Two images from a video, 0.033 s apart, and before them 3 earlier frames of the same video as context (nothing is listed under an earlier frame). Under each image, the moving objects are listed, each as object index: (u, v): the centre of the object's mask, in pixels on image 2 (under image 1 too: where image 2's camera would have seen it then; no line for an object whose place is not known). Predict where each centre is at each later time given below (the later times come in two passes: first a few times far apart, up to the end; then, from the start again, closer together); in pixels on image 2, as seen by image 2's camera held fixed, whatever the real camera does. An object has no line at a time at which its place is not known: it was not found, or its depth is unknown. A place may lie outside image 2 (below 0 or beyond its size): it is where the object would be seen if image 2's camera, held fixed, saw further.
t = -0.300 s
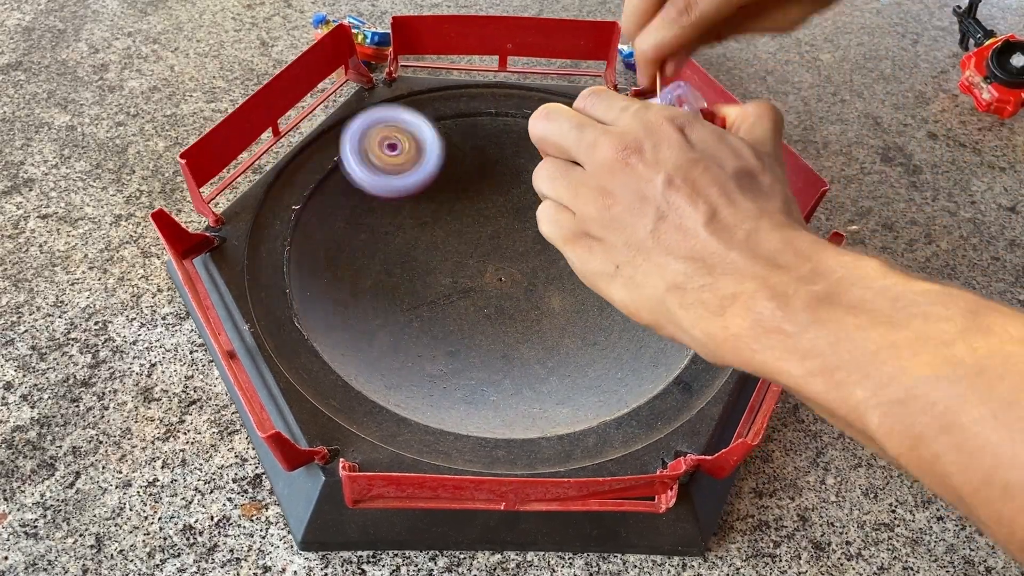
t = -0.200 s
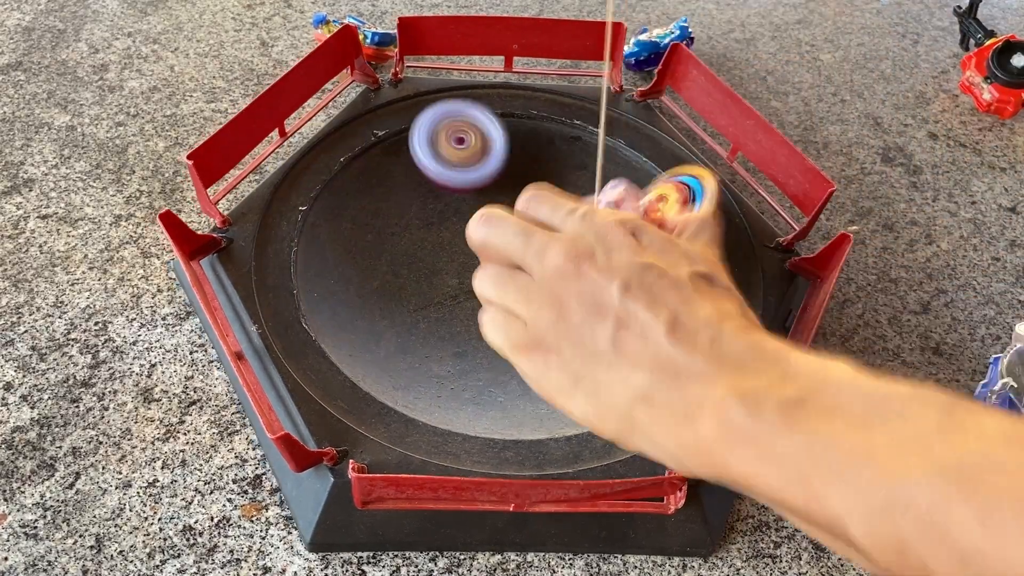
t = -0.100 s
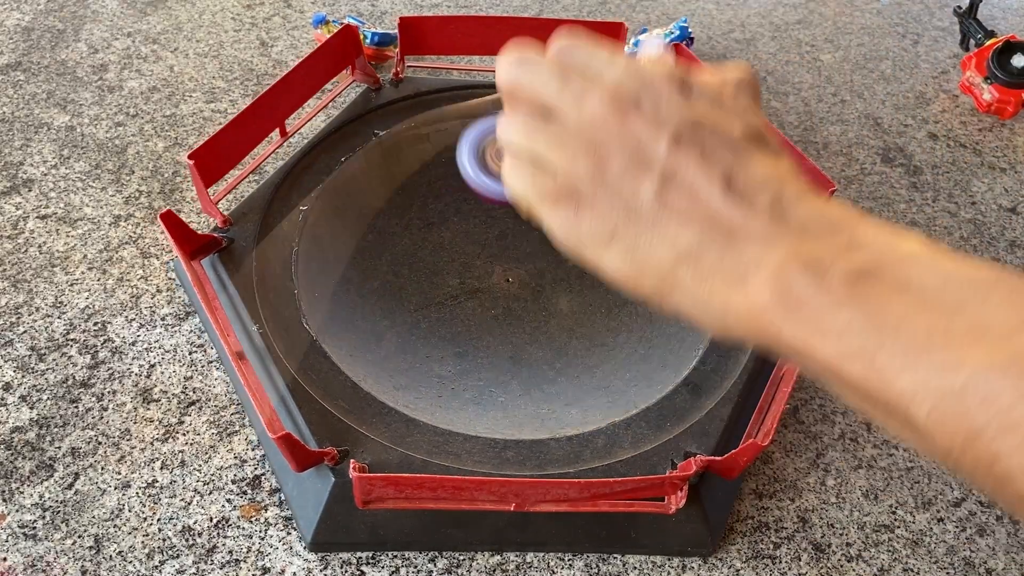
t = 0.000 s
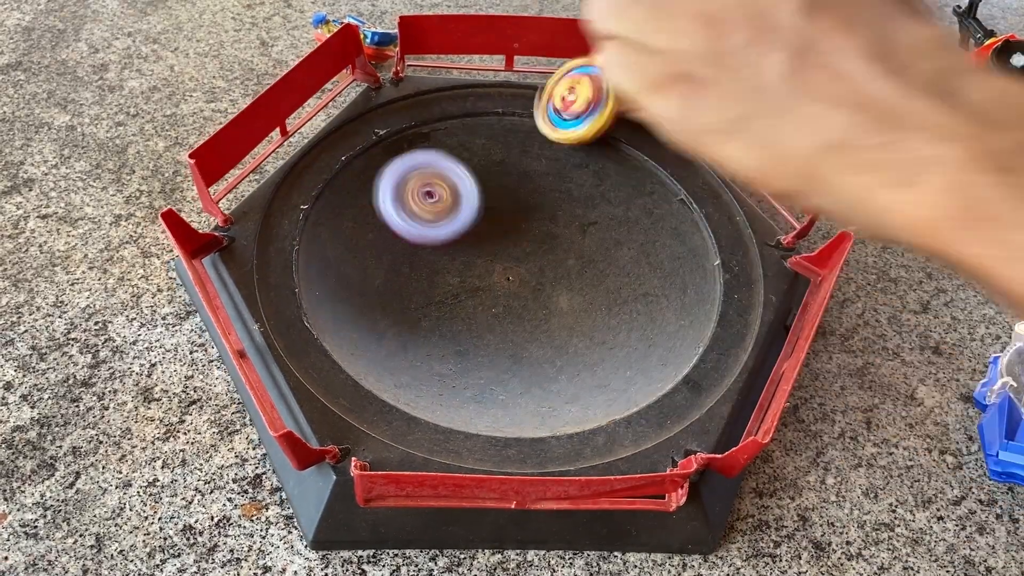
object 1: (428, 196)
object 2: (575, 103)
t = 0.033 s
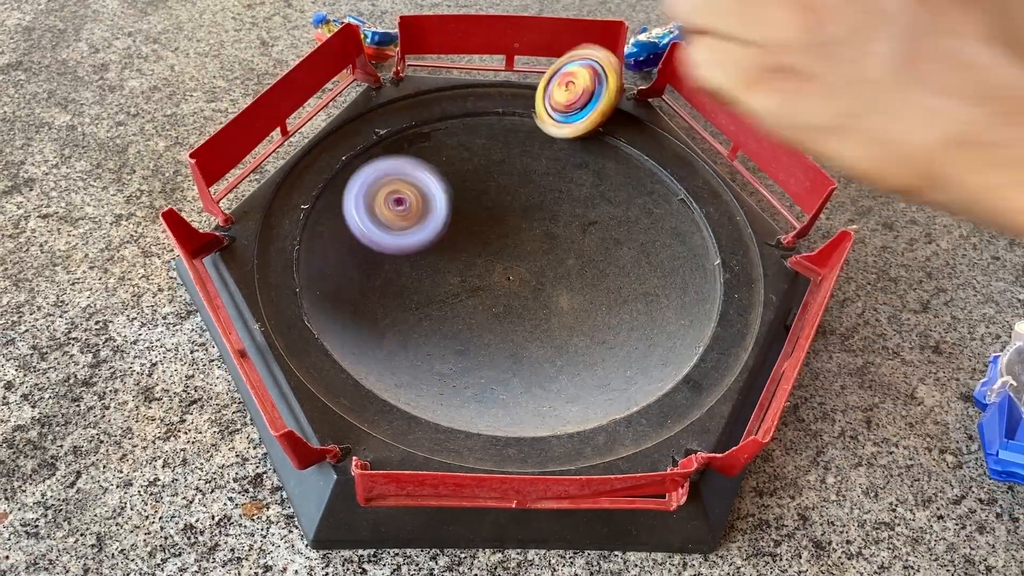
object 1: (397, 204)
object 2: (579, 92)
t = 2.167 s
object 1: (694, 361)
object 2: (487, 232)
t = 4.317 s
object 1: (329, 103)
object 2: (434, 203)
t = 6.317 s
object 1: (470, 288)
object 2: (512, 220)
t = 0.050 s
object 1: (382, 206)
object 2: (576, 87)
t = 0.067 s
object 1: (367, 208)
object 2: (573, 77)
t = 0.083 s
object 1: (354, 208)
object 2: (570, 73)
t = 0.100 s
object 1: (342, 208)
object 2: (567, 67)
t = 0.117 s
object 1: (330, 205)
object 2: (563, 64)
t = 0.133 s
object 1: (319, 203)
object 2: (560, 56)
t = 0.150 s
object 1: (312, 201)
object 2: (556, 54)
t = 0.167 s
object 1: (311, 199)
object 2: (553, 57)
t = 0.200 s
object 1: (315, 202)
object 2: (546, 66)
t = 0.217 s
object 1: (321, 204)
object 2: (541, 69)
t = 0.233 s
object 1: (329, 205)
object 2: (536, 75)
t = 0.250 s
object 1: (337, 207)
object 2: (530, 74)
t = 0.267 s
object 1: (346, 208)
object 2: (523, 75)
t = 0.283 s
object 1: (355, 208)
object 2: (516, 77)
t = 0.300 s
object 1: (364, 210)
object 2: (510, 78)
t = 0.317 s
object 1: (373, 211)
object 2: (502, 79)
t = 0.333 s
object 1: (384, 213)
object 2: (495, 80)
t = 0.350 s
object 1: (395, 213)
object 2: (489, 82)
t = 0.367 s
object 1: (404, 214)
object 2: (482, 82)
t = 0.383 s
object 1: (413, 215)
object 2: (475, 84)
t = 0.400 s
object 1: (423, 217)
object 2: (469, 86)
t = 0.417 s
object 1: (432, 218)
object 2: (465, 89)
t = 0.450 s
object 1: (448, 221)
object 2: (459, 95)
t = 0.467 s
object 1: (455, 223)
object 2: (456, 101)
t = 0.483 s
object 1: (463, 225)
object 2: (456, 109)
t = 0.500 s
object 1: (469, 227)
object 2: (457, 116)
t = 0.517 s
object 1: (474, 230)
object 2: (457, 123)
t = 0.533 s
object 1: (478, 232)
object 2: (458, 130)
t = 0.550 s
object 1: (482, 236)
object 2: (459, 138)
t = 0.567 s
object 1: (484, 239)
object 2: (459, 145)
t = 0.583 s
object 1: (486, 244)
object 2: (459, 154)
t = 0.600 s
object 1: (487, 248)
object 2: (459, 162)
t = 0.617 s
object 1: (488, 253)
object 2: (458, 169)
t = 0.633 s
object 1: (487, 259)
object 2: (458, 179)
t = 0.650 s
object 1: (491, 268)
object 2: (456, 186)
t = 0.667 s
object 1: (494, 280)
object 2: (454, 196)
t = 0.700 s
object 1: (497, 301)
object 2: (452, 214)
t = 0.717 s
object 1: (497, 310)
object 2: (449, 222)
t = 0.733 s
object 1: (496, 320)
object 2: (448, 233)
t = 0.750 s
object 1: (494, 329)
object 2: (448, 241)
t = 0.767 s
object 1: (492, 338)
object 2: (446, 251)
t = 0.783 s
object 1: (488, 345)
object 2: (444, 258)
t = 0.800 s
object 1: (483, 351)
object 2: (443, 268)
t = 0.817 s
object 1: (478, 357)
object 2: (443, 274)
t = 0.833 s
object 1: (474, 364)
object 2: (441, 280)
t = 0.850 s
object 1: (470, 372)
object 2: (441, 287)
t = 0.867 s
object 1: (465, 376)
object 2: (439, 292)
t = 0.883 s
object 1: (461, 382)
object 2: (441, 296)
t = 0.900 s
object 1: (462, 384)
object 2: (438, 296)
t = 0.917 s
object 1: (467, 389)
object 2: (437, 296)
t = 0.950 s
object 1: (477, 399)
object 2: (434, 292)
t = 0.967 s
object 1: (482, 404)
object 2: (432, 288)
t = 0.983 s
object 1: (486, 410)
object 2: (432, 285)
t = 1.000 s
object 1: (490, 413)
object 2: (433, 283)
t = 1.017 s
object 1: (493, 418)
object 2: (432, 281)
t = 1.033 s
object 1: (497, 416)
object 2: (434, 280)
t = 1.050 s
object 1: (501, 415)
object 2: (433, 278)
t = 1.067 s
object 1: (504, 413)
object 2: (436, 277)
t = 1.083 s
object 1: (507, 412)
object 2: (439, 276)
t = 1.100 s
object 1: (509, 410)
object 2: (440, 275)
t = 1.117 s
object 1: (512, 409)
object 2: (443, 273)
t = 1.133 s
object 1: (514, 407)
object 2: (444, 270)
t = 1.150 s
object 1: (516, 405)
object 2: (449, 268)
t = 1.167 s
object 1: (518, 404)
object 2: (453, 266)
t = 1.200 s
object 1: (522, 404)
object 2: (459, 260)
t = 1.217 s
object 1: (523, 404)
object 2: (462, 258)
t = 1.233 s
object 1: (525, 405)
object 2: (467, 255)
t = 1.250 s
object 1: (527, 406)
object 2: (470, 253)
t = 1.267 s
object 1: (529, 407)
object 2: (473, 250)
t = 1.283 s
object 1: (531, 409)
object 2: (476, 246)
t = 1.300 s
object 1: (534, 411)
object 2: (479, 243)
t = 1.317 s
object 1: (536, 413)
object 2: (482, 241)
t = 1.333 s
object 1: (538, 415)
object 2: (483, 237)
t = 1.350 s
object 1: (540, 417)
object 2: (484, 235)
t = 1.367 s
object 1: (541, 419)
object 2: (486, 230)
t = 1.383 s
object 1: (541, 417)
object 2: (487, 227)
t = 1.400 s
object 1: (542, 415)
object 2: (490, 224)
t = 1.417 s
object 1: (542, 414)
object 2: (490, 220)
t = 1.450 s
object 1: (543, 412)
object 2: (492, 211)
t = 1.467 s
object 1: (543, 411)
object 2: (492, 208)
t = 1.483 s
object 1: (544, 410)
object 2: (493, 205)
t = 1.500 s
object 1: (544, 409)
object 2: (493, 201)
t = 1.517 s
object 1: (545, 409)
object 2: (493, 198)
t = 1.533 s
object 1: (547, 409)
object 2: (493, 194)
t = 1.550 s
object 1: (549, 409)
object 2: (492, 191)
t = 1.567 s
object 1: (551, 409)
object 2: (493, 190)
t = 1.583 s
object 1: (553, 410)
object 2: (492, 188)
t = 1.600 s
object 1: (556, 411)
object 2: (491, 186)
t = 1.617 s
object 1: (560, 412)
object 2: (490, 184)
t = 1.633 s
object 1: (563, 413)
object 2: (488, 182)
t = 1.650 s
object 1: (567, 414)
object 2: (488, 182)
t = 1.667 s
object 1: (569, 414)
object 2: (489, 182)
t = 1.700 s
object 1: (573, 412)
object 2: (488, 181)
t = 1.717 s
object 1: (575, 411)
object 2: (487, 181)
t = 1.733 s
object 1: (578, 410)
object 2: (486, 182)
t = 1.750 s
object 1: (581, 410)
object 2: (487, 181)
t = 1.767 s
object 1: (585, 410)
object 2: (486, 179)
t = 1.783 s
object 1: (589, 410)
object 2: (485, 178)
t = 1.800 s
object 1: (593, 410)
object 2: (482, 178)
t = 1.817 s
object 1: (598, 409)
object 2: (480, 180)
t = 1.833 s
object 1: (601, 407)
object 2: (481, 184)
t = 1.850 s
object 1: (604, 404)
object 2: (482, 185)
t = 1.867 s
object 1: (607, 402)
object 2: (481, 186)
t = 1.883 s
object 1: (611, 400)
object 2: (479, 186)
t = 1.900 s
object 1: (616, 399)
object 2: (478, 189)
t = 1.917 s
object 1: (621, 398)
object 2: (480, 192)
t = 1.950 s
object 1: (632, 396)
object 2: (481, 195)
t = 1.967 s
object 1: (637, 395)
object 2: (481, 197)
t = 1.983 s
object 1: (642, 393)
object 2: (480, 200)
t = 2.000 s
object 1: (645, 389)
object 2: (480, 203)
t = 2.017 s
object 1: (649, 386)
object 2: (482, 206)
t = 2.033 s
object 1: (653, 382)
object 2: (482, 209)
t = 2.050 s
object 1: (657, 379)
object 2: (481, 212)
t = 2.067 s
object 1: (661, 375)
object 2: (481, 214)
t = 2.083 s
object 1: (666, 373)
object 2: (481, 218)
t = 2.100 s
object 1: (672, 370)
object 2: (482, 222)
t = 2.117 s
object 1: (678, 368)
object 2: (484, 224)
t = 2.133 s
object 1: (683, 366)
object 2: (485, 227)
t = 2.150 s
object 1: (688, 364)
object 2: (487, 230)
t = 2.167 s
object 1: (694, 361)
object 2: (487, 232)
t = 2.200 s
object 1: (697, 353)
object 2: (492, 237)
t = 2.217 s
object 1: (700, 348)
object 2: (494, 239)
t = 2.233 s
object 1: (703, 344)
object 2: (496, 241)
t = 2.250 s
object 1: (706, 341)
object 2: (499, 244)
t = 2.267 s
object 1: (710, 338)
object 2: (500, 245)
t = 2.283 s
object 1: (715, 335)
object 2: (502, 247)
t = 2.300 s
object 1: (719, 330)
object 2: (505, 247)
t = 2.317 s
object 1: (725, 327)
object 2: (508, 248)
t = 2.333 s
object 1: (727, 323)
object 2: (510, 249)
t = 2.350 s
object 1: (728, 318)
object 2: (513, 251)
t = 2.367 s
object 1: (729, 314)
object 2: (515, 251)
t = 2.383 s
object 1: (730, 310)
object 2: (515, 251)
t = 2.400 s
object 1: (733, 306)
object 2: (517, 251)
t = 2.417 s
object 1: (735, 302)
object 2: (519, 249)
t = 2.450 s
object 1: (742, 293)
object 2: (523, 248)
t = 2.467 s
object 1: (745, 289)
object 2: (524, 247)
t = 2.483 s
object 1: (743, 284)
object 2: (525, 246)
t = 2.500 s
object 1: (742, 279)
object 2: (528, 246)
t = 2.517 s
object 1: (742, 275)
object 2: (530, 244)
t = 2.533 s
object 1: (742, 271)
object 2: (529, 242)
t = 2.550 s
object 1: (742, 266)
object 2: (529, 242)
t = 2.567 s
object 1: (743, 261)
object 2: (528, 241)
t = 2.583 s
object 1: (744, 256)
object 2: (525, 239)
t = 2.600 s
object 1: (745, 251)
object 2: (525, 238)
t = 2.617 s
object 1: (745, 246)
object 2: (527, 235)
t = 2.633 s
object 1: (746, 241)
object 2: (528, 232)
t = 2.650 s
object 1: (747, 236)
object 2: (528, 229)
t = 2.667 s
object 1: (747, 232)
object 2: (526, 227)
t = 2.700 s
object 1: (747, 222)
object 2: (519, 226)
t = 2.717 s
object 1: (746, 218)
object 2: (518, 225)
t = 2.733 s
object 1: (745, 213)
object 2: (517, 223)
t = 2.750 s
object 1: (744, 209)
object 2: (517, 218)
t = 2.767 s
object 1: (743, 204)
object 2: (514, 214)
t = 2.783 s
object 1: (740, 200)
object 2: (511, 213)
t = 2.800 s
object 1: (739, 195)
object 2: (508, 212)
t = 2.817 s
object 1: (736, 191)
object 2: (504, 214)
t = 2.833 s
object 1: (733, 186)
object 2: (502, 214)
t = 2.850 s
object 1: (732, 181)
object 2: (500, 213)
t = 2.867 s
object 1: (731, 178)
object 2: (498, 209)
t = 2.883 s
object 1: (727, 174)
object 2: (494, 207)
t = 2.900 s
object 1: (724, 170)
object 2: (491, 206)
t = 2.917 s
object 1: (721, 165)
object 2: (488, 207)
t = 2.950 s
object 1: (715, 157)
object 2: (485, 212)
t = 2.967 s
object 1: (713, 153)
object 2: (484, 213)
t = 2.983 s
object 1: (710, 149)
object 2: (481, 212)
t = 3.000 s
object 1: (706, 145)
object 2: (478, 211)
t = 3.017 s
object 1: (702, 142)
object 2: (475, 210)
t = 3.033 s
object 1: (698, 138)
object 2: (473, 212)
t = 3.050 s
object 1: (694, 135)
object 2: (472, 215)
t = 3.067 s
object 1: (691, 131)
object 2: (472, 218)
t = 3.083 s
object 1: (688, 127)
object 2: (473, 221)
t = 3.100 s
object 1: (683, 124)
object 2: (474, 222)
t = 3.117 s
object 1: (679, 121)
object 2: (470, 222)
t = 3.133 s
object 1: (675, 118)
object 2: (466, 223)
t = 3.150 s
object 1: (670, 113)
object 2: (461, 222)
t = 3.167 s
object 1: (667, 111)
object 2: (458, 225)
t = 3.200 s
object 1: (657, 105)
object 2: (457, 231)
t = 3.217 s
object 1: (653, 102)
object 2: (459, 234)
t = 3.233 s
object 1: (648, 99)
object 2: (462, 235)
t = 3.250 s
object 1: (644, 96)
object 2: (464, 237)
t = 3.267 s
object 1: (639, 93)
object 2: (463, 239)
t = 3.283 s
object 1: (634, 92)
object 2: (462, 240)
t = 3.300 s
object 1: (629, 90)
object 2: (462, 241)
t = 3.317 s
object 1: (624, 88)
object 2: (463, 243)
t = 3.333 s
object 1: (618, 85)
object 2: (465, 243)
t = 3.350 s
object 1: (613, 81)
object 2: (467, 243)
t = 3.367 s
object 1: (608, 79)
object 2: (468, 243)
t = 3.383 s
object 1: (602, 78)
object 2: (470, 244)
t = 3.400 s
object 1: (596, 77)
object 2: (472, 244)
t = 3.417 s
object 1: (591, 74)
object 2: (473, 245)
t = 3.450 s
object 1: (580, 69)
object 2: (479, 247)
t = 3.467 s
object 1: (575, 68)
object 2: (483, 247)
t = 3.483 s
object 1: (569, 66)
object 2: (485, 246)
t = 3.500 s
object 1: (564, 65)
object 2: (488, 247)
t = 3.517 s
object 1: (557, 64)
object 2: (490, 246)
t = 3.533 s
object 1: (552, 63)
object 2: (492, 243)
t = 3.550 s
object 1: (546, 62)
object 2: (492, 241)
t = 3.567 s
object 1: (540, 60)
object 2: (494, 240)
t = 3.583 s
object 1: (536, 60)
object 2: (497, 240)
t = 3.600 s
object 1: (530, 60)
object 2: (500, 240)
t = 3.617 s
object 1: (525, 60)
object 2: (501, 239)
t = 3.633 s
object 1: (520, 60)
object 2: (502, 238)
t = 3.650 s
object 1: (514, 60)
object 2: (502, 238)
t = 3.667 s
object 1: (509, 59)
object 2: (501, 236)
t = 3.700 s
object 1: (498, 59)
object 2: (499, 232)
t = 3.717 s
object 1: (492, 59)
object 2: (501, 231)
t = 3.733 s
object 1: (486, 59)
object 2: (503, 228)
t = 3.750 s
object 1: (481, 59)
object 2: (504, 226)
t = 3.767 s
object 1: (474, 59)
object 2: (504, 223)
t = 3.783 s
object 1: (470, 58)
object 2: (502, 221)
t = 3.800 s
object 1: (463, 59)
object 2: (500, 220)
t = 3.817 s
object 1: (457, 59)
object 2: (496, 220)
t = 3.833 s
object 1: (452, 59)
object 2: (491, 220)
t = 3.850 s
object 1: (445, 58)
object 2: (489, 221)
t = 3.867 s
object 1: (440, 59)
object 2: (489, 221)
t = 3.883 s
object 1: (434, 59)
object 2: (490, 220)
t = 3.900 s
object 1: (429, 60)
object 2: (491, 217)
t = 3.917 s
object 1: (424, 62)
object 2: (490, 213)
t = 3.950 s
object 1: (415, 64)
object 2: (485, 204)
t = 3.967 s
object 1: (410, 66)
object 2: (480, 202)
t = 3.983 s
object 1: (406, 68)
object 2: (475, 201)
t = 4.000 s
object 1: (400, 68)
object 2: (470, 202)
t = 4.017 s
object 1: (396, 69)
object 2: (466, 204)
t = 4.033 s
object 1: (390, 71)
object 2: (463, 205)
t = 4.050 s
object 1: (386, 71)
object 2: (461, 206)
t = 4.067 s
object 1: (380, 73)
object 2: (461, 206)
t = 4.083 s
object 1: (377, 75)
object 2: (460, 206)
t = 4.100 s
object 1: (373, 77)
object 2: (460, 206)
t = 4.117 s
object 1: (368, 79)
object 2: (460, 204)
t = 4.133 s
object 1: (364, 80)
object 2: (458, 201)
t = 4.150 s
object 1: (359, 82)
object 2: (454, 199)
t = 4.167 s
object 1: (356, 83)
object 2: (451, 197)
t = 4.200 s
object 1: (350, 87)
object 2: (444, 195)
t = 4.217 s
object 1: (346, 89)
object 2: (440, 194)
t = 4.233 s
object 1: (343, 91)
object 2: (436, 196)
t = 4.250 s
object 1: (339, 93)
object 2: (433, 196)
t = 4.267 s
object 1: (337, 95)
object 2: (431, 197)
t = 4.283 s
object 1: (334, 98)
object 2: (431, 199)
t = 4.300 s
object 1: (332, 100)
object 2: (432, 201)
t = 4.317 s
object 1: (329, 103)
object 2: (434, 203)
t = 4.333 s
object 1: (327, 106)
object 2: (438, 204)
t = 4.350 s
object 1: (324, 109)
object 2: (441, 203)
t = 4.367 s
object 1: (322, 111)
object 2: (444, 200)
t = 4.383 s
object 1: (319, 114)
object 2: (443, 198)
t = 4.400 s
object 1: (317, 117)
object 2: (442, 198)
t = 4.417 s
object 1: (314, 120)
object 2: (441, 198)
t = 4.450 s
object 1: (310, 126)
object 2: (436, 197)
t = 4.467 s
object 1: (307, 129)
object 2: (435, 198)
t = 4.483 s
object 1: (305, 132)
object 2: (437, 200)
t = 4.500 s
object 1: (303, 135)
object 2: (442, 203)
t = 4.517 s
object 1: (301, 138)
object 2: (448, 204)
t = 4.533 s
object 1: (298, 142)
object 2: (454, 202)
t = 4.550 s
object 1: (296, 145)
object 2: (457, 200)
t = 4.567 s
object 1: (295, 149)
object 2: (458, 200)
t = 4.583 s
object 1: (293, 152)
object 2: (459, 199)
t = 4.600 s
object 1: (291, 156)
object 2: (458, 198)
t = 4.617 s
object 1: (290, 160)
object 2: (458, 195)
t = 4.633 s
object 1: (288, 163)
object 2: (458, 196)
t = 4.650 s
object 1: (287, 168)
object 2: (459, 196)
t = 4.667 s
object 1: (285, 171)
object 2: (462, 196)
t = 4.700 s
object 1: (282, 178)
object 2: (471, 197)
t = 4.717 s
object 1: (281, 183)
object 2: (474, 197)
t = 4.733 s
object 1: (280, 186)
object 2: (478, 197)
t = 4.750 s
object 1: (278, 190)
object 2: (480, 197)
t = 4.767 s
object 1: (278, 193)
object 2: (483, 196)
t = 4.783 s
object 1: (278, 197)
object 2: (486, 196)
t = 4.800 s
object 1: (277, 199)
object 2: (489, 195)
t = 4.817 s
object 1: (277, 203)
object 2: (492, 195)
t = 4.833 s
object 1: (276, 206)
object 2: (494, 195)
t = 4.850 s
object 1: (275, 210)
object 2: (497, 195)
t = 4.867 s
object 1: (275, 212)
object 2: (497, 194)
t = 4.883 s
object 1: (275, 216)
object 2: (497, 194)
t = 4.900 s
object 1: (275, 219)
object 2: (497, 193)
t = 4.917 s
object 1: (274, 223)
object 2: (497, 193)
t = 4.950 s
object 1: (274, 229)
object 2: (500, 192)
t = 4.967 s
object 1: (276, 232)
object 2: (503, 192)
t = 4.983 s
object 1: (275, 235)
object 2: (505, 192)
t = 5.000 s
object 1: (276, 238)
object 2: (507, 193)
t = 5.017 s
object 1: (276, 241)
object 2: (508, 194)
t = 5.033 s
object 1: (278, 244)
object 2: (508, 195)
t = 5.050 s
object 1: (278, 247)
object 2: (509, 198)
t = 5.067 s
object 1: (281, 249)
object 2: (510, 200)
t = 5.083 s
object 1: (282, 251)
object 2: (511, 200)
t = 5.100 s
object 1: (284, 254)
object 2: (511, 200)
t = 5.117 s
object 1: (285, 256)
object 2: (510, 199)
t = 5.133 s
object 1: (287, 259)
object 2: (509, 198)
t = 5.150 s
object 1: (289, 263)
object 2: (509, 198)
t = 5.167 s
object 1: (290, 268)
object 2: (509, 198)
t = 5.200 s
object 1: (289, 276)
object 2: (511, 201)
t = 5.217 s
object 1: (290, 282)
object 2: (510, 202)
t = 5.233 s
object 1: (290, 286)
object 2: (509, 203)
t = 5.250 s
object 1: (293, 290)
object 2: (509, 206)
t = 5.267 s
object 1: (294, 291)
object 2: (508, 206)
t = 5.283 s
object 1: (297, 293)
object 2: (507, 207)
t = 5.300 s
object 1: (299, 294)
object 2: (508, 206)
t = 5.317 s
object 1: (301, 295)
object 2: (508, 207)
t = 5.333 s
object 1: (305, 295)
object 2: (508, 207)
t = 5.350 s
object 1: (309, 296)
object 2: (509, 207)
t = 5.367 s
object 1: (314, 297)
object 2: (510, 206)
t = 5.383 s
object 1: (317, 295)
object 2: (510, 205)
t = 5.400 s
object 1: (323, 293)
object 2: (510, 205)
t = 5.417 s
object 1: (328, 292)
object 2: (512, 205)
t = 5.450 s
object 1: (342, 285)
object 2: (512, 206)
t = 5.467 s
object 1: (347, 280)
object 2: (511, 207)
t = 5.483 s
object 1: (356, 275)
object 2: (511, 207)
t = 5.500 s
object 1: (363, 267)
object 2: (509, 208)
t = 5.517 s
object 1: (370, 259)
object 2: (507, 209)
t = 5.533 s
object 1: (378, 250)
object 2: (506, 210)
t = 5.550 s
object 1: (385, 242)
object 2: (505, 212)
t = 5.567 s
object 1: (394, 235)
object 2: (506, 213)
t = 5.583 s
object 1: (402, 228)
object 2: (507, 214)
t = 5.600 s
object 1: (411, 224)
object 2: (509, 215)
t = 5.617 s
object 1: (412, 222)
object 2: (514, 214)
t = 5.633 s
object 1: (413, 221)
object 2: (518, 212)
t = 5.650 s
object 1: (416, 220)
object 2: (521, 209)
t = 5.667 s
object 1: (419, 218)
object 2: (523, 207)
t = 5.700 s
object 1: (425, 216)
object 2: (528, 202)
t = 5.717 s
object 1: (422, 218)
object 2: (532, 198)
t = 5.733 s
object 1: (423, 219)
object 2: (536, 195)
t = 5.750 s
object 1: (422, 221)
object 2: (539, 193)
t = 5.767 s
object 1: (423, 222)
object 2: (541, 190)
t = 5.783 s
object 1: (425, 222)
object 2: (542, 188)
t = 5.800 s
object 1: (425, 223)
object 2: (541, 190)
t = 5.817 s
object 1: (427, 224)
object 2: (539, 192)
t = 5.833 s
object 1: (429, 225)
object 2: (538, 192)
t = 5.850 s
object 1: (430, 226)
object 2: (536, 192)
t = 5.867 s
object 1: (433, 229)
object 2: (534, 191)
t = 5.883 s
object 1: (436, 230)
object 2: (533, 191)
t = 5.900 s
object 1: (438, 231)
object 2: (531, 191)
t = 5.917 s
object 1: (440, 234)
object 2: (530, 192)
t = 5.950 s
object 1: (444, 239)
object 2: (527, 191)
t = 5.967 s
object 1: (447, 242)
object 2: (525, 191)
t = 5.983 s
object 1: (449, 244)
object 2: (523, 192)
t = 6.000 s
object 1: (451, 246)
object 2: (521, 192)
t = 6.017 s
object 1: (454, 250)
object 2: (519, 191)
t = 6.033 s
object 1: (456, 252)
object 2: (517, 191)
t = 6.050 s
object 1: (458, 256)
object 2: (515, 192)
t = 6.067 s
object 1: (460, 260)
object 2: (513, 193)
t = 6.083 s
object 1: (462, 262)
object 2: (511, 193)
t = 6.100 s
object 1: (463, 266)
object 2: (509, 195)
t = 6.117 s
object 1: (466, 269)
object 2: (507, 196)
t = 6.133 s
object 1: (467, 271)
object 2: (506, 198)
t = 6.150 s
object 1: (467, 274)
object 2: (504, 200)
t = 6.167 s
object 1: (469, 277)
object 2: (504, 202)
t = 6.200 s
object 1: (470, 281)
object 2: (503, 206)
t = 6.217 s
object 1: (470, 283)
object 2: (503, 207)
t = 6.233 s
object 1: (470, 284)
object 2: (504, 209)
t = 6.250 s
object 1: (469, 285)
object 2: (505, 212)
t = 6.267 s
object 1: (470, 286)
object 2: (506, 214)
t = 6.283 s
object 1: (470, 286)
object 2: (508, 216)
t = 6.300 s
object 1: (470, 289)
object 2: (510, 219)
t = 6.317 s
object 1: (470, 288)
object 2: (512, 220)
